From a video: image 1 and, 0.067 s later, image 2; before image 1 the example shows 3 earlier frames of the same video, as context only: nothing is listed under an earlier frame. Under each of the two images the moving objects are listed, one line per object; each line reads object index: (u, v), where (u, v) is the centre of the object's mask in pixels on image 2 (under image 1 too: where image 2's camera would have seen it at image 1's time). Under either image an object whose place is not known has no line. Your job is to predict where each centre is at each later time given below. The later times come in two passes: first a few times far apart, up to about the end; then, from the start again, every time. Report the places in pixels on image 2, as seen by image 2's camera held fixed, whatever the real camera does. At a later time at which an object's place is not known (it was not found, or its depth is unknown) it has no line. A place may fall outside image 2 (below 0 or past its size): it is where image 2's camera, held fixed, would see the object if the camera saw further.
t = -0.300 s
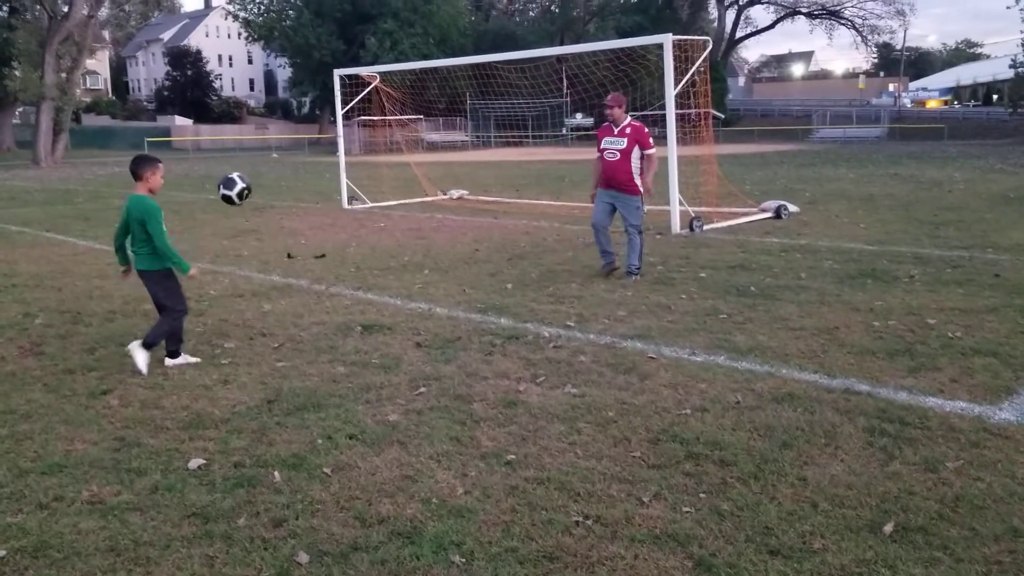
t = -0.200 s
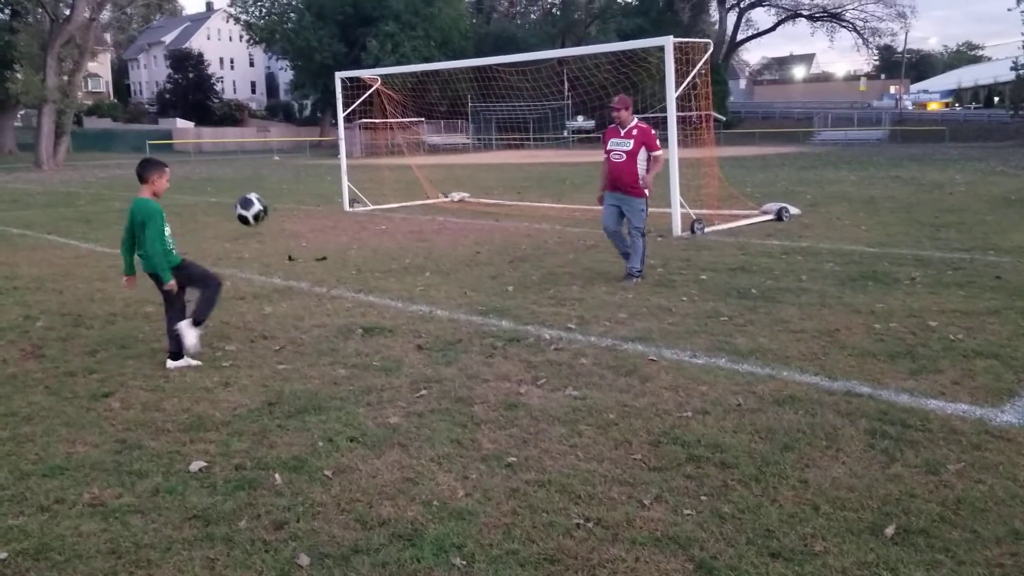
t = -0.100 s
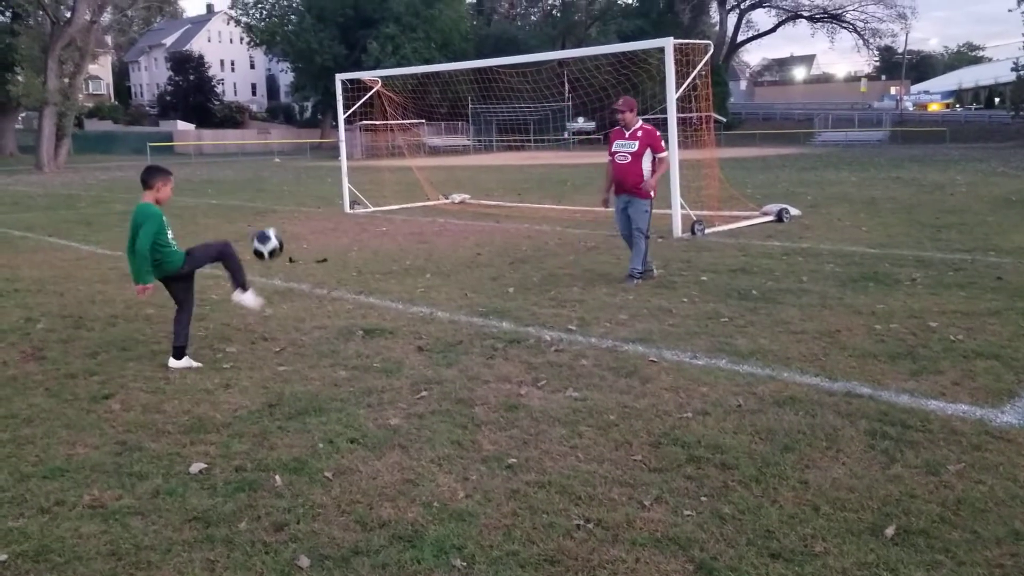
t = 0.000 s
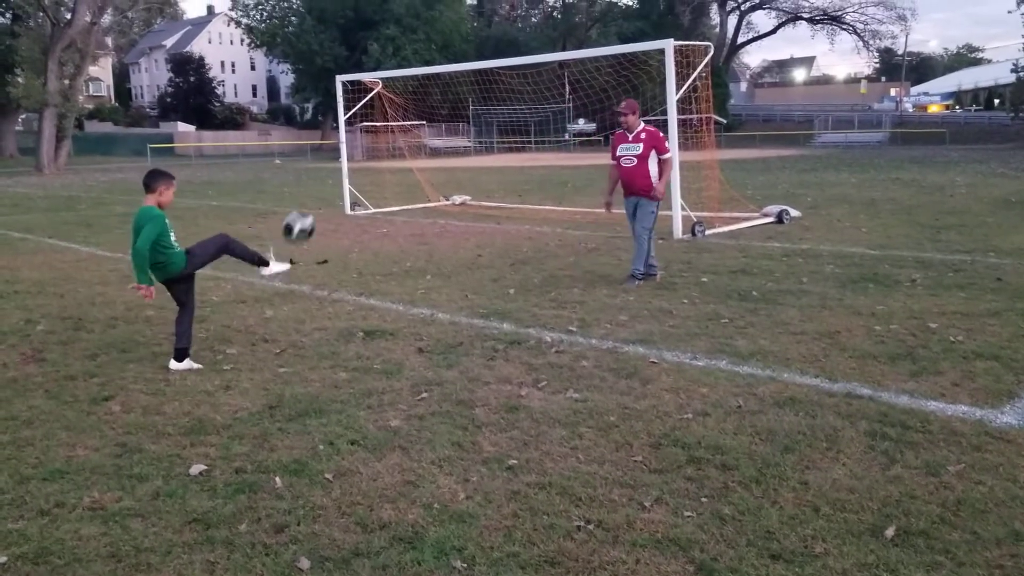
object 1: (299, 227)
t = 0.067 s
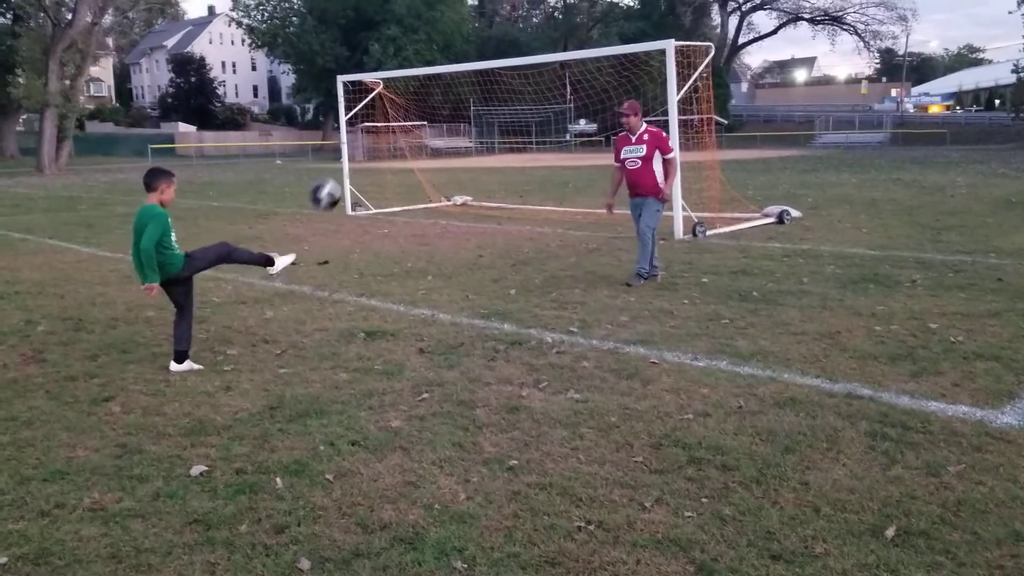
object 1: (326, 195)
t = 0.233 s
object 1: (385, 145)
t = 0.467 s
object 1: (460, 143)
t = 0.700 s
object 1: (522, 205)
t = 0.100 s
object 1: (339, 182)
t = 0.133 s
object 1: (349, 170)
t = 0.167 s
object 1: (362, 160)
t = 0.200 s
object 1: (373, 151)
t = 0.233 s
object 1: (385, 145)
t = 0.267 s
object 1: (397, 139)
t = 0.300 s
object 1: (407, 137)
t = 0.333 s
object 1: (418, 137)
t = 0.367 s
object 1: (429, 136)
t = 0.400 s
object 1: (440, 137)
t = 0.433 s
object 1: (450, 139)
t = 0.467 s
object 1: (460, 143)
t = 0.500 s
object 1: (470, 149)
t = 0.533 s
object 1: (479, 155)
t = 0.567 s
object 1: (487, 163)
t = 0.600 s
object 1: (497, 173)
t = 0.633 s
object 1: (505, 181)
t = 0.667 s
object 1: (514, 193)
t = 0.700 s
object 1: (522, 205)
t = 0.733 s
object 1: (530, 217)
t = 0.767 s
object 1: (538, 231)
